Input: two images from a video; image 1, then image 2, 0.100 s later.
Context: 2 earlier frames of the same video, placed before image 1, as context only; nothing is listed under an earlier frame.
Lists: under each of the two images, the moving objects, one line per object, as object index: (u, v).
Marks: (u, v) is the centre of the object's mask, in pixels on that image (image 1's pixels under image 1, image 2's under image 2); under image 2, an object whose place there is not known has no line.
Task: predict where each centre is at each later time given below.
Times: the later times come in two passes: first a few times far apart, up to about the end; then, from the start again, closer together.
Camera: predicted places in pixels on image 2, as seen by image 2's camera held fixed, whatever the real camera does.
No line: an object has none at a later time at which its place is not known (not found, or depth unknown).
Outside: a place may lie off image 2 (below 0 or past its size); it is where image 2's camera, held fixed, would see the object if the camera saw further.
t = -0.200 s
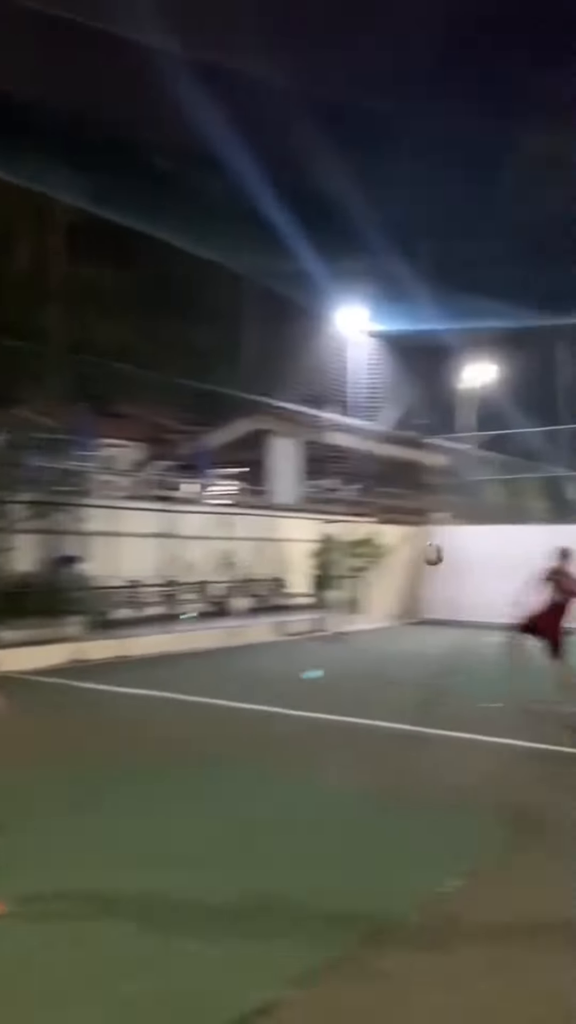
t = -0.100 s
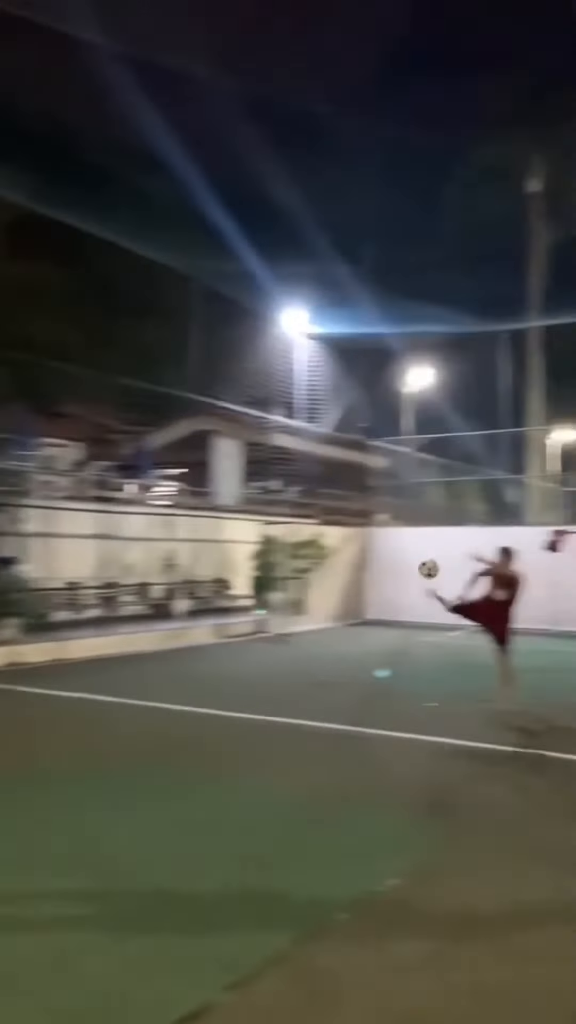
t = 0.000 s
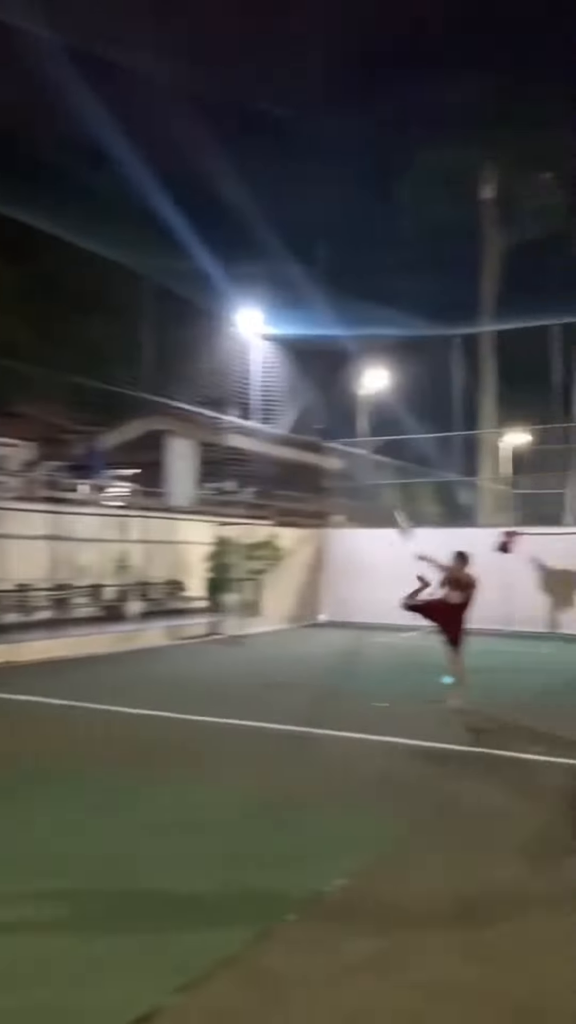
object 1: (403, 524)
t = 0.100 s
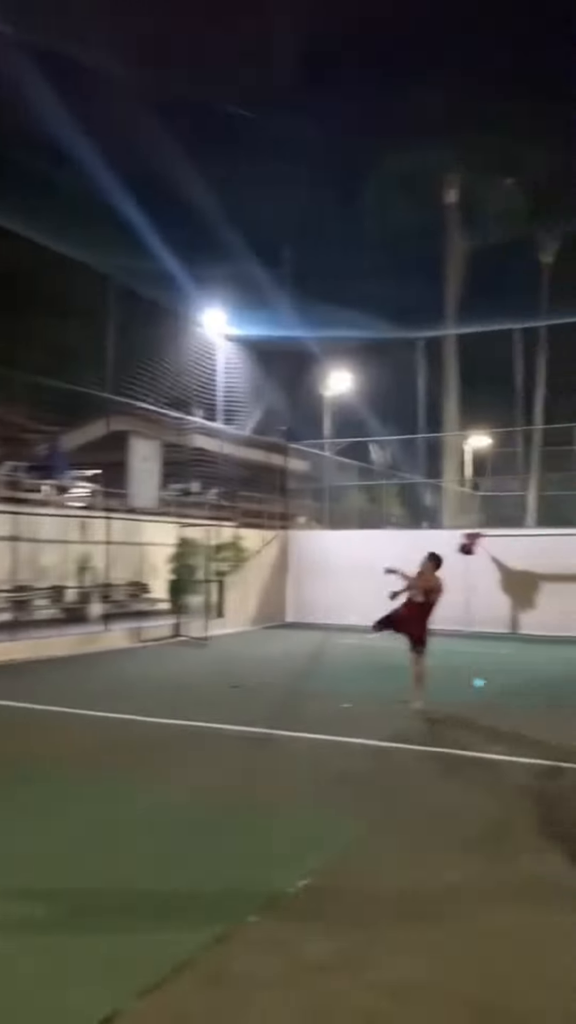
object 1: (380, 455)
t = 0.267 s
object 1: (399, 353)
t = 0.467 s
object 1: (425, 252)
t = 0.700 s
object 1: (454, 179)
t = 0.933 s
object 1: (490, 148)
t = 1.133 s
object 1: (522, 178)
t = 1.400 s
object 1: (574, 312)
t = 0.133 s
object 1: (383, 433)
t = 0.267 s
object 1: (399, 353)
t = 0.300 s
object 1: (402, 335)
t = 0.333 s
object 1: (407, 317)
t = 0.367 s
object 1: (412, 300)
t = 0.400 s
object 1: (416, 283)
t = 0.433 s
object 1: (420, 267)
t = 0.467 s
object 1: (425, 252)
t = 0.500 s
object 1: (428, 239)
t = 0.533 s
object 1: (433, 225)
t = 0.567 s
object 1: (437, 213)
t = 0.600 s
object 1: (443, 201)
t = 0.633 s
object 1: (446, 192)
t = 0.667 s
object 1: (450, 185)
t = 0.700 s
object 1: (454, 179)
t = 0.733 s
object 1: (460, 168)
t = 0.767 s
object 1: (464, 161)
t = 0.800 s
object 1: (470, 156)
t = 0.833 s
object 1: (475, 152)
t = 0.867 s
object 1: (480, 150)
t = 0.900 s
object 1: (485, 148)
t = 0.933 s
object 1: (490, 148)
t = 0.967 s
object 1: (495, 149)
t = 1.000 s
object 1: (501, 153)
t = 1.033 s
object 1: (506, 157)
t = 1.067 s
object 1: (511, 163)
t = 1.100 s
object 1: (517, 170)
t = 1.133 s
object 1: (522, 178)
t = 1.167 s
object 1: (528, 189)
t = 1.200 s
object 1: (534, 201)
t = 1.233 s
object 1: (541, 215)
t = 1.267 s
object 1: (547, 231)
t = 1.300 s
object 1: (553, 248)
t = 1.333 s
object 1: (560, 267)
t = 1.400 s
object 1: (574, 312)
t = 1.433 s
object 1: (581, 338)
